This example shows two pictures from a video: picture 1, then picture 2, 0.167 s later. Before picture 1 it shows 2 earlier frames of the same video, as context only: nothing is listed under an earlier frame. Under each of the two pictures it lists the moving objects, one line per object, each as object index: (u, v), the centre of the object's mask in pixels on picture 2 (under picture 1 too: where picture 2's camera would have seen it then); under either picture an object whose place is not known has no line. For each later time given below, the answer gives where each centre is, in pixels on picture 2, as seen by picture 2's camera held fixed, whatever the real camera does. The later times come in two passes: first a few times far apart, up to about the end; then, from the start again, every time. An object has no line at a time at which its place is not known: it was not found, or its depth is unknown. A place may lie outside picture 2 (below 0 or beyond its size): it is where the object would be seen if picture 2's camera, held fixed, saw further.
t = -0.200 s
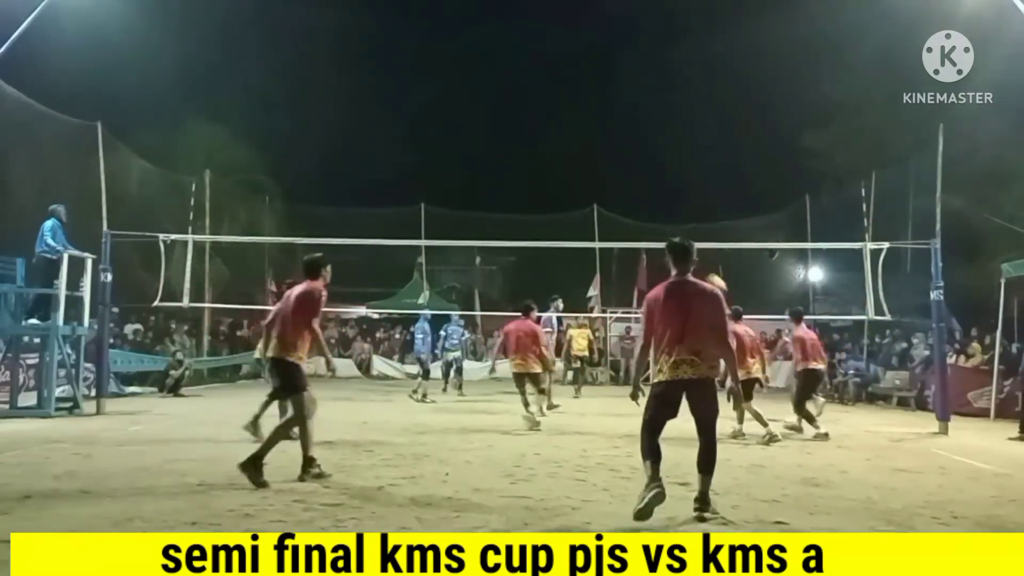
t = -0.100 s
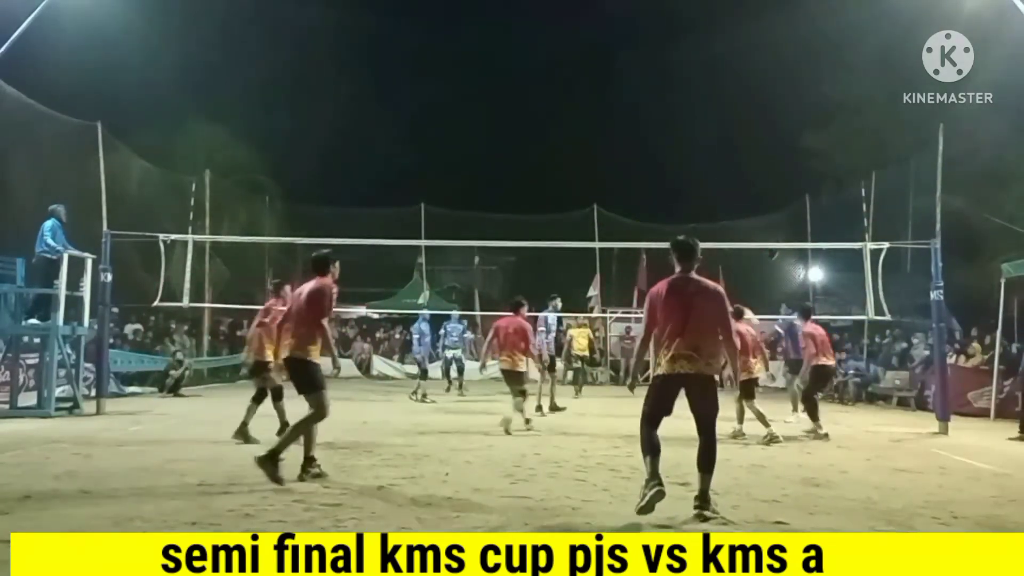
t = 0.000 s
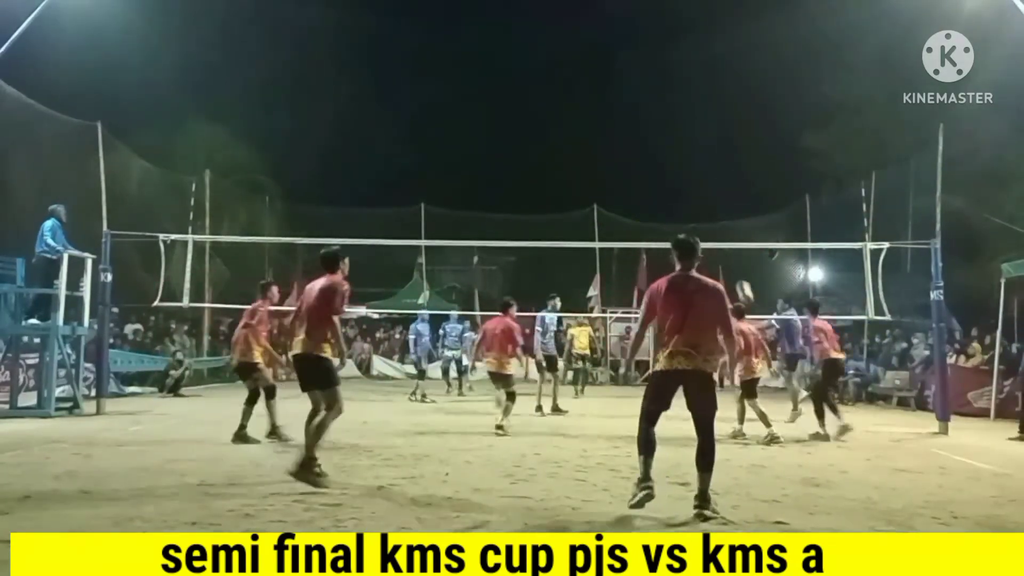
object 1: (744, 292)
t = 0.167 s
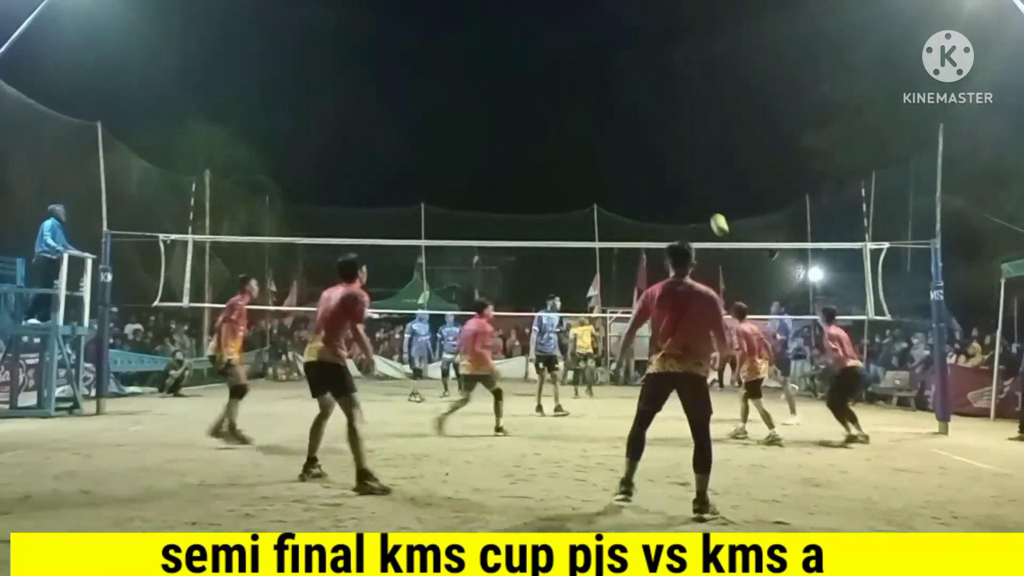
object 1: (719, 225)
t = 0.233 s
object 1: (708, 202)
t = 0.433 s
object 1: (676, 150)
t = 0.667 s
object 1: (633, 123)
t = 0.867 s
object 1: (594, 133)
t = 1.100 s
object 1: (543, 190)
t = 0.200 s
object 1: (714, 212)
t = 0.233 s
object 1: (708, 202)
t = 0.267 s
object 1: (703, 192)
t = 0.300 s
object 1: (698, 182)
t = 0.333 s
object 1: (692, 174)
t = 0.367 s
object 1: (686, 165)
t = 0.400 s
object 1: (681, 158)
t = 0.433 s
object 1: (676, 150)
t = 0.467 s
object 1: (670, 144)
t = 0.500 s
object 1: (664, 139)
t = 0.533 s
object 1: (658, 134)
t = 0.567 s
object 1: (652, 130)
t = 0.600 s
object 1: (646, 127)
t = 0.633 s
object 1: (640, 125)
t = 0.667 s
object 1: (633, 123)
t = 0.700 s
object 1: (627, 122)
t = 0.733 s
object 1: (621, 122)
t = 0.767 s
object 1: (614, 124)
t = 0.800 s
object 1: (607, 126)
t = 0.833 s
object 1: (600, 129)
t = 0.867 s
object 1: (594, 133)
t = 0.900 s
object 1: (587, 137)
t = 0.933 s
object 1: (580, 144)
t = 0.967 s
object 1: (573, 150)
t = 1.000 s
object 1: (565, 158)
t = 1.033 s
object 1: (558, 168)
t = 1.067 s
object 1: (551, 178)
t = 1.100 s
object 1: (543, 190)
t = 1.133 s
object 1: (535, 202)
